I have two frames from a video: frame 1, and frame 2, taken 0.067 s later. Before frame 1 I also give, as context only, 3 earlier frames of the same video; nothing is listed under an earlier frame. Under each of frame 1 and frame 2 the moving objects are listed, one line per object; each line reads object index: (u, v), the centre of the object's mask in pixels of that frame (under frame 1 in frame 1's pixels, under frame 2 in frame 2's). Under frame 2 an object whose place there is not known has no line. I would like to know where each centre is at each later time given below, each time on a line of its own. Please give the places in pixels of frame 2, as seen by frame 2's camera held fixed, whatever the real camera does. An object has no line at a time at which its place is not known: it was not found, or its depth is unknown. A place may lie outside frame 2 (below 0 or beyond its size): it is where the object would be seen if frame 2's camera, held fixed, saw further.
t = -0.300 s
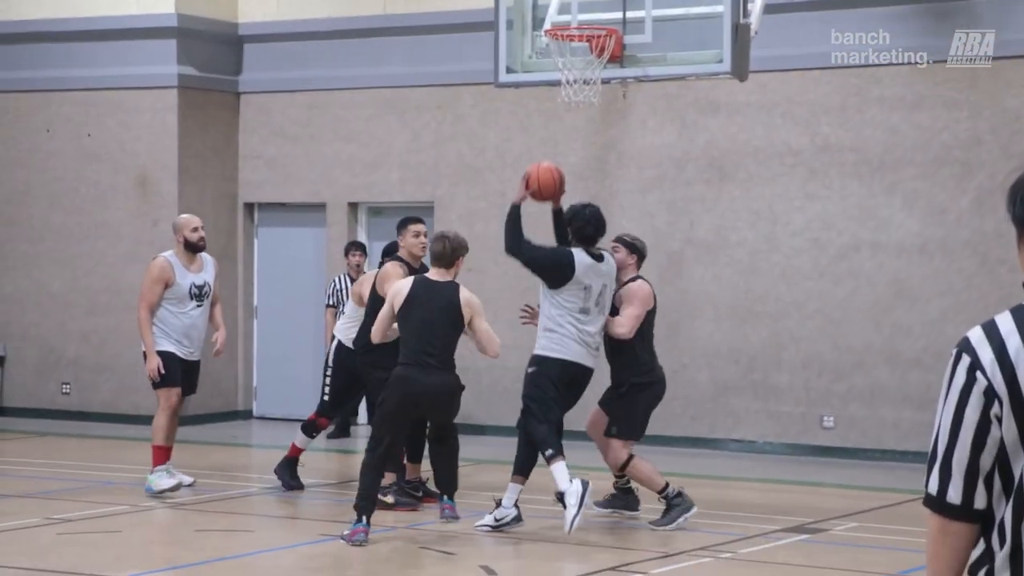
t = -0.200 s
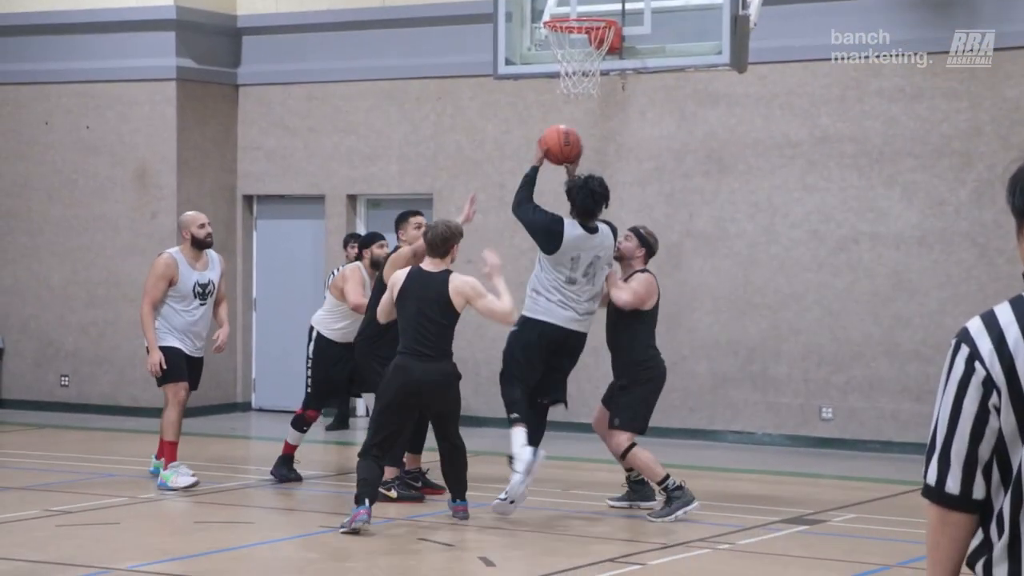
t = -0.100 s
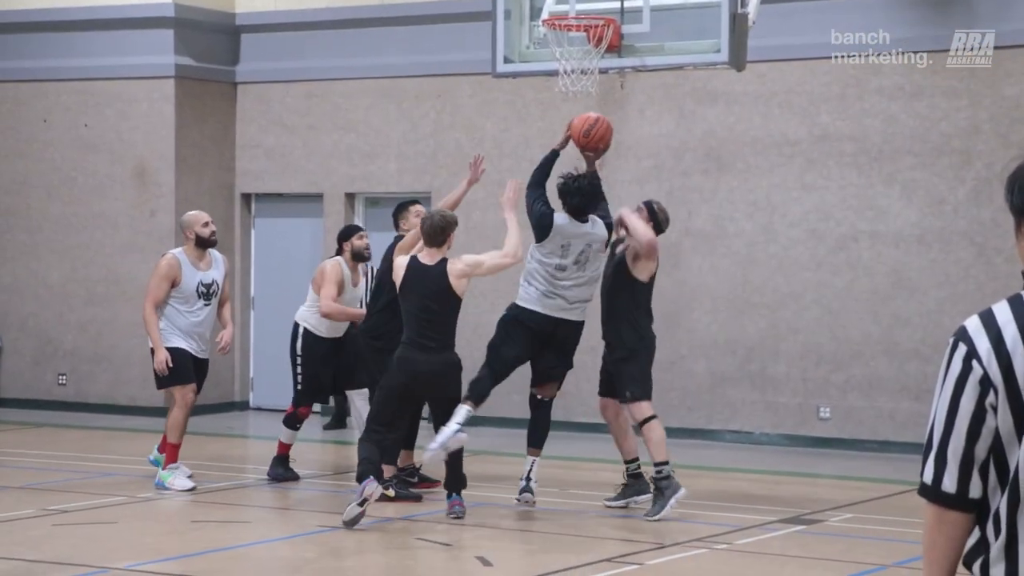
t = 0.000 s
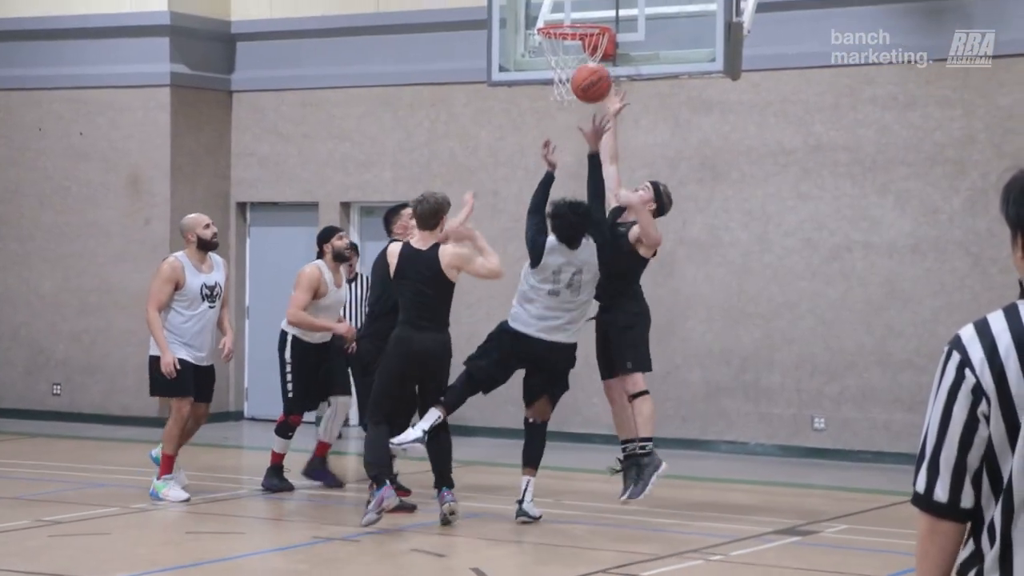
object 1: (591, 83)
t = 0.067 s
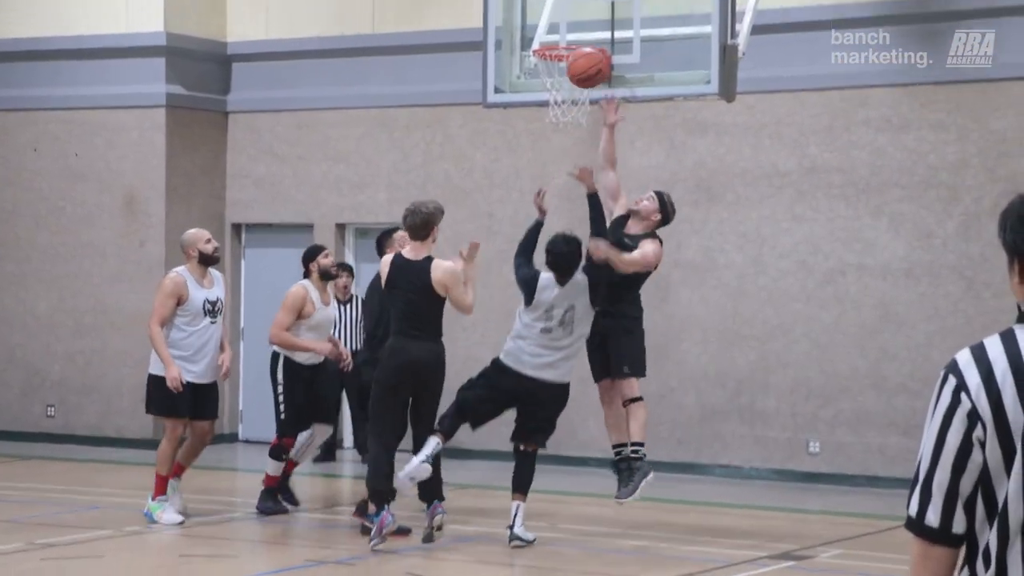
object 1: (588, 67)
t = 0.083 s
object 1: (585, 60)
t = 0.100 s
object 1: (585, 52)
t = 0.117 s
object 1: (586, 45)
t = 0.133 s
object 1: (586, 39)
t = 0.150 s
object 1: (586, 33)
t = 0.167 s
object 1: (585, 28)
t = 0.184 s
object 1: (585, 23)
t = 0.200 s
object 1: (585, 18)
